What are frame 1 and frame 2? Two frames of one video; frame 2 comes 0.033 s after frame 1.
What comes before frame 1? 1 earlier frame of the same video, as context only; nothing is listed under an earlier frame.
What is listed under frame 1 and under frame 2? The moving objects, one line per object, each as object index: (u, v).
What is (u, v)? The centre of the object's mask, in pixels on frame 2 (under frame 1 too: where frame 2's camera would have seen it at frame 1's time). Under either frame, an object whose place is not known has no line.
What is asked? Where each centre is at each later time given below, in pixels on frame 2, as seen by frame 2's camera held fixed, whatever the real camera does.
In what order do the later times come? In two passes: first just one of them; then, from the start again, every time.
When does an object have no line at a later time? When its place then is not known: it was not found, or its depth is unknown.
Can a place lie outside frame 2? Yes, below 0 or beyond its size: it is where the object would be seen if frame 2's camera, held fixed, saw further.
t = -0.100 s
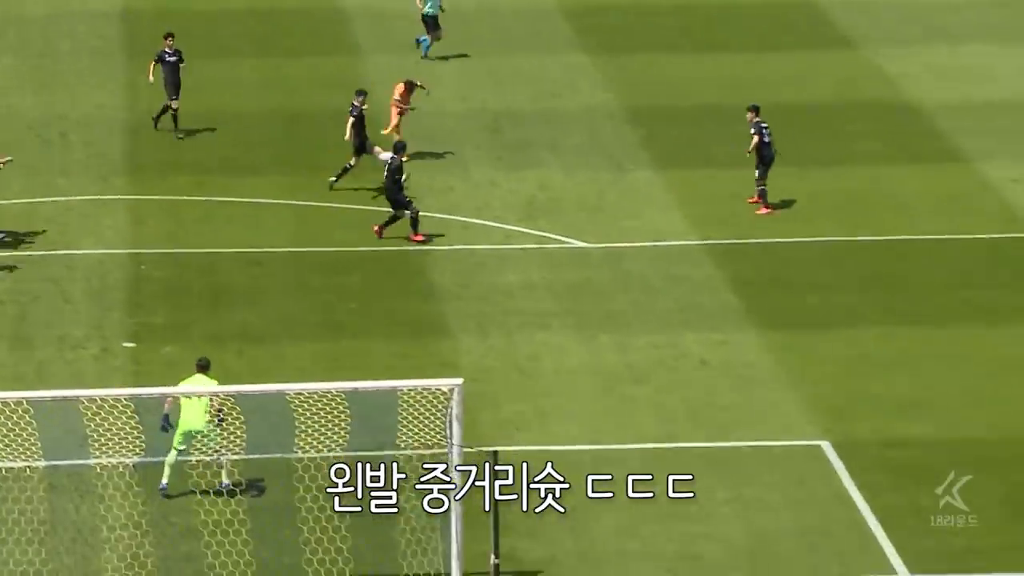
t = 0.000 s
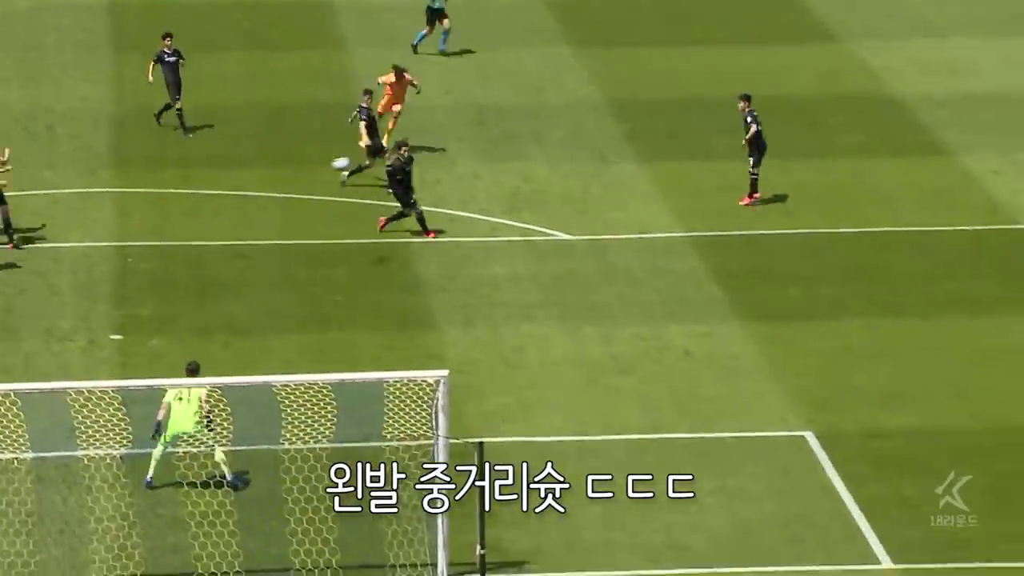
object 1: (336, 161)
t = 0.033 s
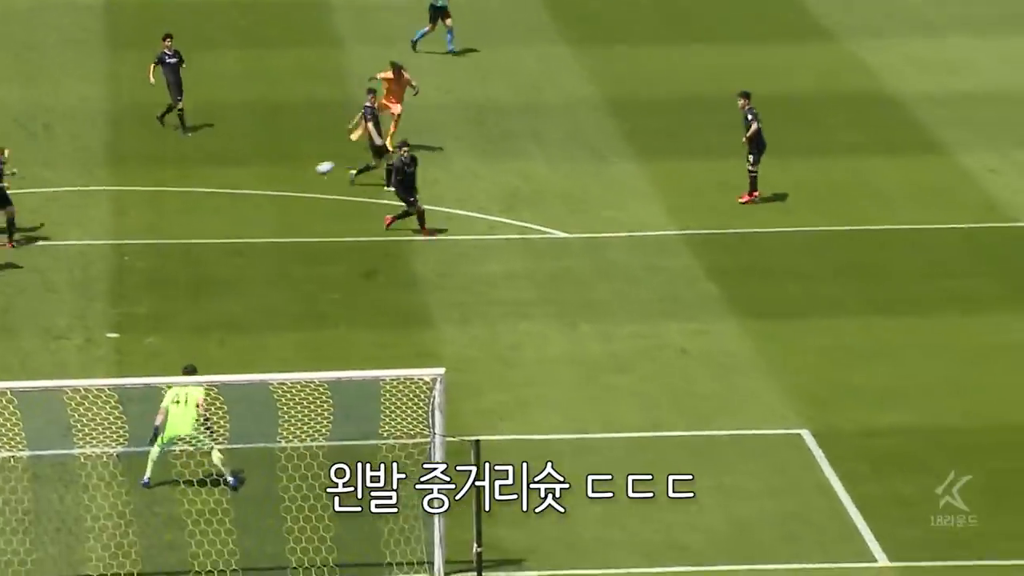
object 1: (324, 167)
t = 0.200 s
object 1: (247, 211)
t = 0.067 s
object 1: (312, 175)
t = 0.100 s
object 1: (296, 182)
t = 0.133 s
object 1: (281, 189)
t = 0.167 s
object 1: (265, 199)
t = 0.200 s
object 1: (247, 211)
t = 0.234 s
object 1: (228, 222)
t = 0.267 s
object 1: (208, 234)
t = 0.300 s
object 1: (186, 247)
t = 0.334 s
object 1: (165, 262)
